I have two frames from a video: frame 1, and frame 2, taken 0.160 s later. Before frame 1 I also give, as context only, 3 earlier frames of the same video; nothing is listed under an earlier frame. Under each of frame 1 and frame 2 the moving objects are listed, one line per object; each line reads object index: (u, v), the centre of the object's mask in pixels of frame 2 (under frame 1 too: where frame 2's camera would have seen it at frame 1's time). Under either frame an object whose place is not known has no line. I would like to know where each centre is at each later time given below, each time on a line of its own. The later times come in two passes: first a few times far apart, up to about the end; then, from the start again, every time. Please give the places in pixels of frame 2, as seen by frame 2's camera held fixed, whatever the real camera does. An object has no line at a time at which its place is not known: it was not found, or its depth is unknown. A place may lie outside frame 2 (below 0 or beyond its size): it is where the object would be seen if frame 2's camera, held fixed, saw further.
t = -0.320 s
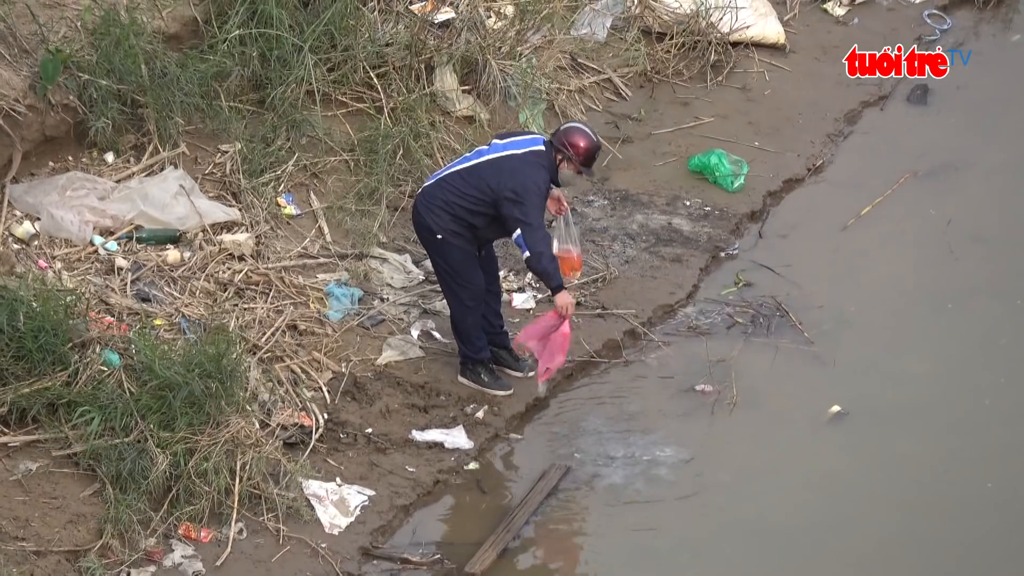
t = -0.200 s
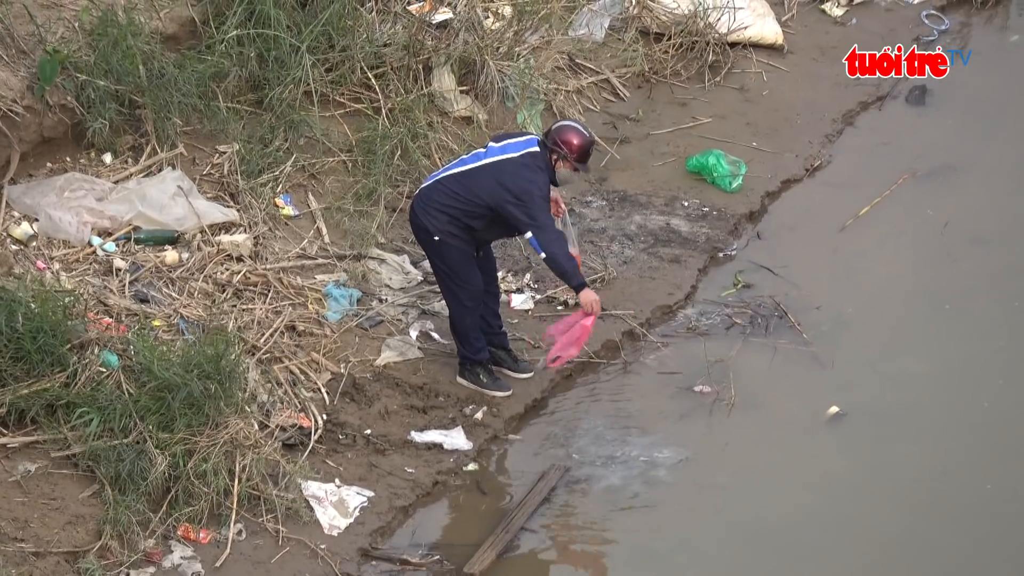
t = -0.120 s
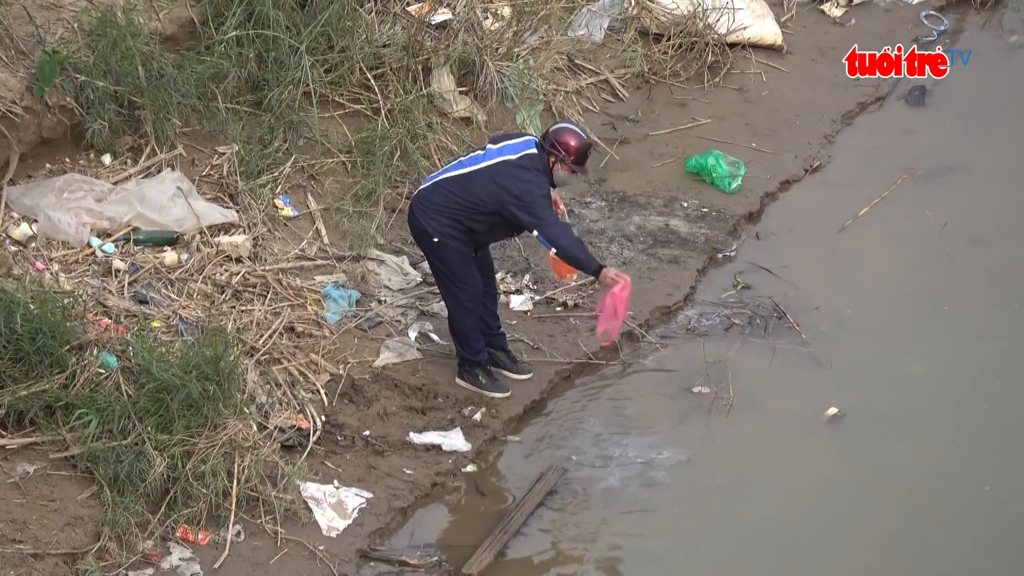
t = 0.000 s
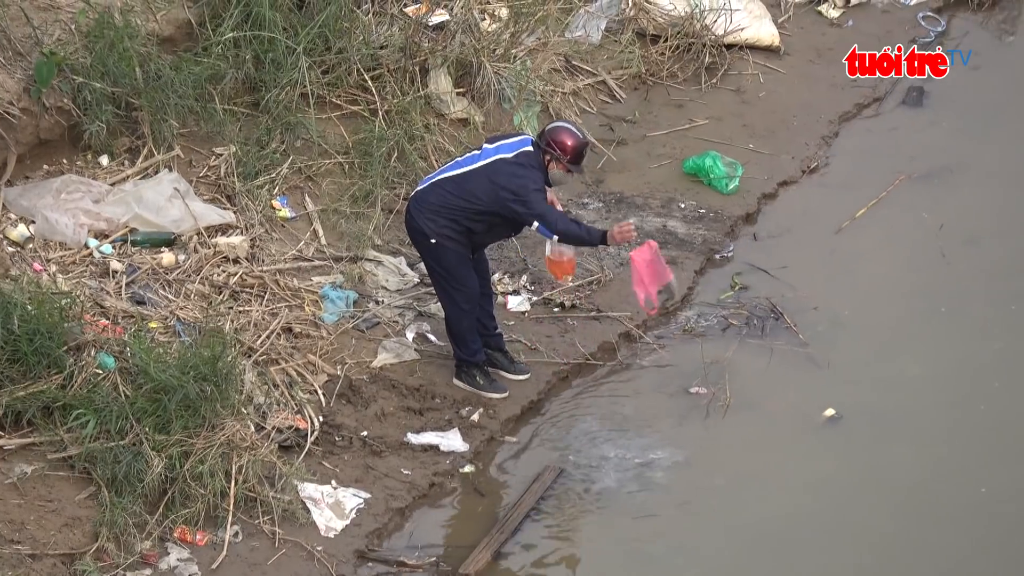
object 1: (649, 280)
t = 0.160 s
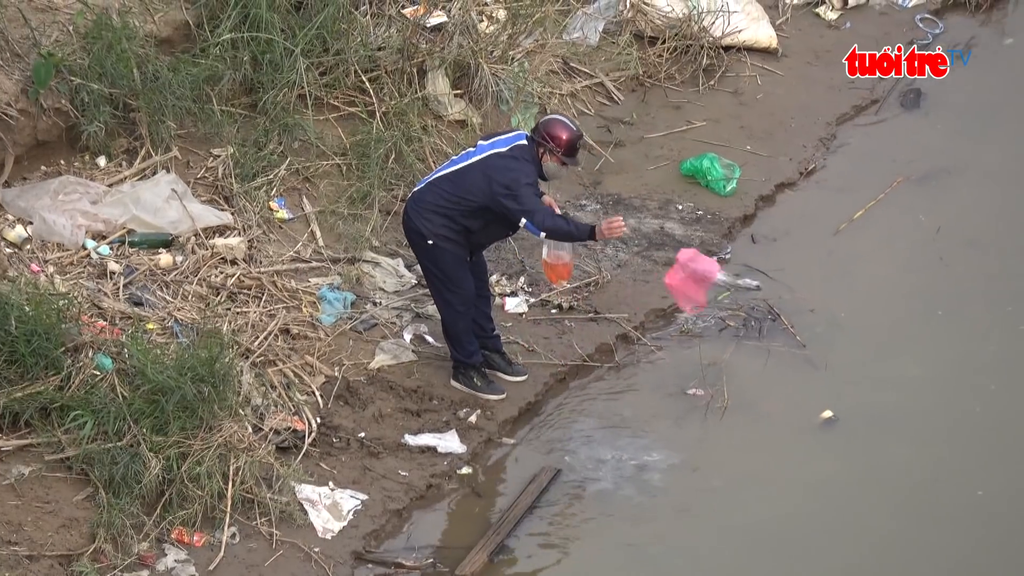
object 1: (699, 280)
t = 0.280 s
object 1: (730, 305)
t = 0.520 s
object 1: (772, 419)
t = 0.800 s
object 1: (779, 478)
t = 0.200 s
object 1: (712, 286)
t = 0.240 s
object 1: (722, 293)
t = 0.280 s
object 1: (730, 305)
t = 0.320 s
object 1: (739, 318)
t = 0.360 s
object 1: (747, 334)
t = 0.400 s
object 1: (755, 353)
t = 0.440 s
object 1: (762, 375)
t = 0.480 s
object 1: (767, 396)
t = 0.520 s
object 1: (772, 419)
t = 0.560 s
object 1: (776, 443)
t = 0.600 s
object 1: (779, 465)
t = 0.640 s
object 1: (780, 477)
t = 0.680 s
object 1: (781, 478)
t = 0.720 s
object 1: (785, 479)
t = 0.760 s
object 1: (779, 478)
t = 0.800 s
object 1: (779, 478)
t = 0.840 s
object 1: (780, 479)
